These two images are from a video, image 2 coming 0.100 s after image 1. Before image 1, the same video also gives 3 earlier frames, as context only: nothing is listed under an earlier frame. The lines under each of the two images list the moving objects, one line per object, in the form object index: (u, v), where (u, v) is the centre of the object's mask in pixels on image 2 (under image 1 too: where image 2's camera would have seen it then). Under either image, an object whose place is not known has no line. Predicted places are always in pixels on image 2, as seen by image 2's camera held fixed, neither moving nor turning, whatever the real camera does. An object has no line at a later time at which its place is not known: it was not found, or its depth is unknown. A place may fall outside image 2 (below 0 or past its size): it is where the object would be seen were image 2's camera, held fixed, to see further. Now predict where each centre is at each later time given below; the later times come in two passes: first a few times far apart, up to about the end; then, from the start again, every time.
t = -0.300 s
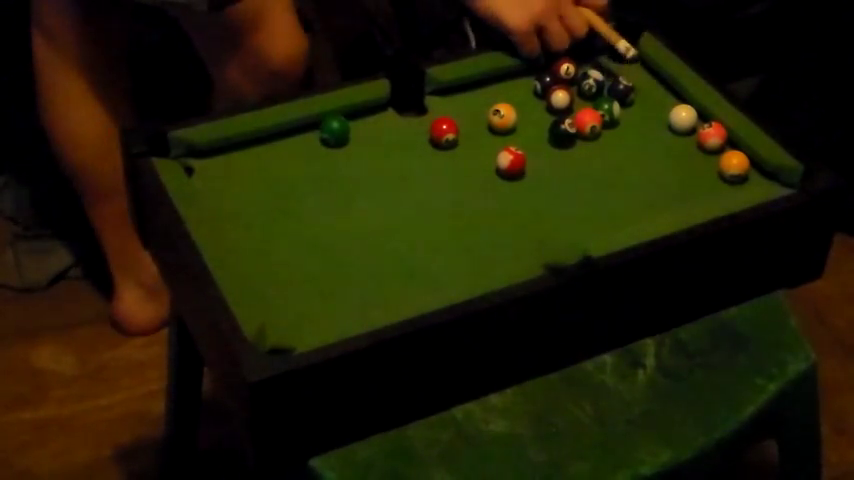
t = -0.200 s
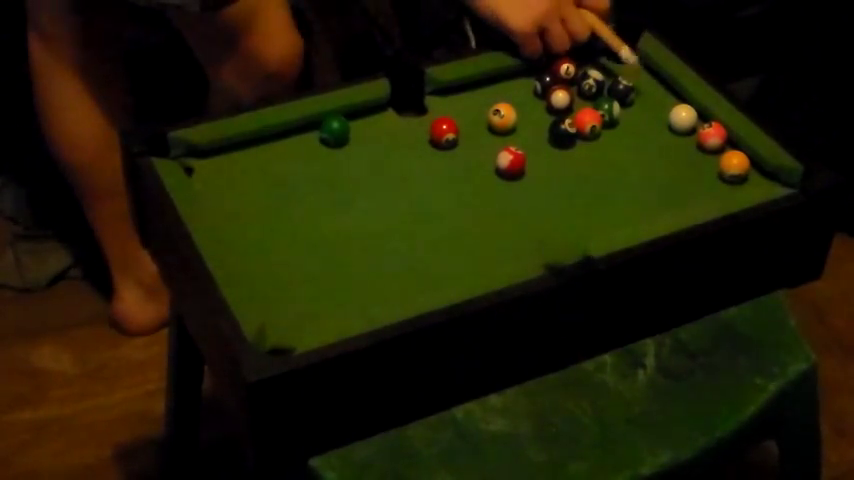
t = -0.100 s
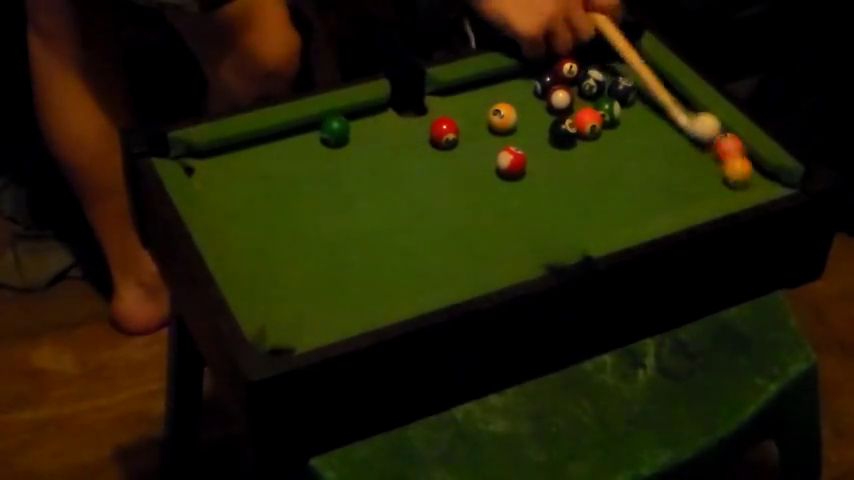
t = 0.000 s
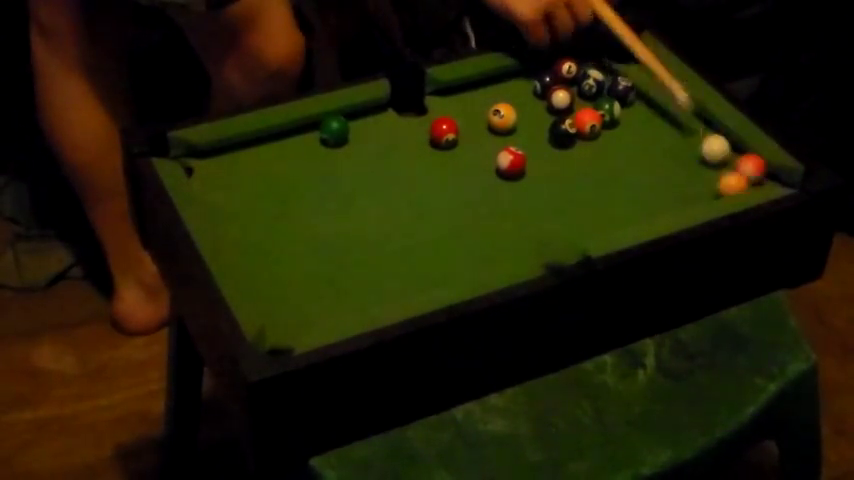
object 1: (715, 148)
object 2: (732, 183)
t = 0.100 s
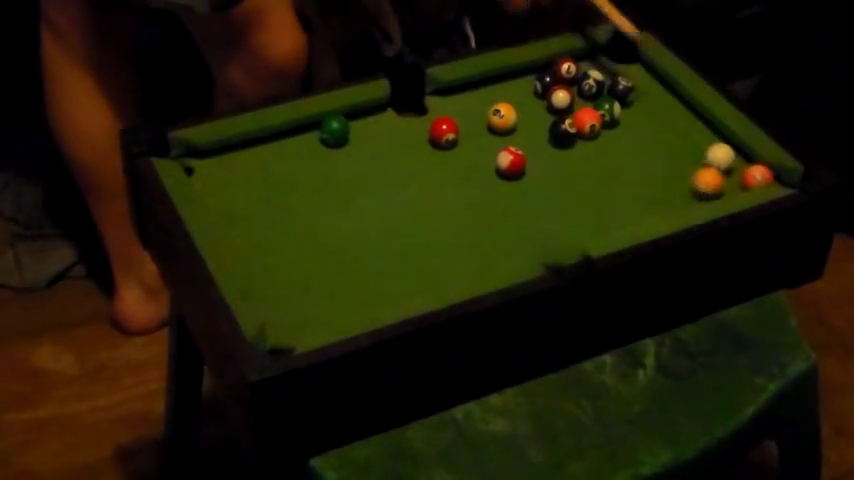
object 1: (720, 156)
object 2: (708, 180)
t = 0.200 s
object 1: (723, 162)
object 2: (688, 175)
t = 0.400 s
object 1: (723, 164)
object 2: (661, 165)
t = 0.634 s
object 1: (723, 164)
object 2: (644, 154)
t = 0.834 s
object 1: (723, 163)
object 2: (639, 150)
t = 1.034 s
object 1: (723, 163)
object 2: (638, 150)
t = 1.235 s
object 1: (723, 163)
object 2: (639, 150)
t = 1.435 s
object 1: (723, 163)
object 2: (638, 150)
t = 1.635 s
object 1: (723, 164)
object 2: (638, 151)
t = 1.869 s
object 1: (723, 164)
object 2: (638, 151)
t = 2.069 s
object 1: (723, 164)
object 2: (638, 150)
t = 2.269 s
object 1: (723, 164)
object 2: (638, 151)
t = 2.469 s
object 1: (722, 163)
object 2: (638, 150)
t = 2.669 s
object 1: (723, 164)
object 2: (638, 150)
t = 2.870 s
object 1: (723, 164)
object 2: (638, 150)
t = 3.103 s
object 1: (722, 163)
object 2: (638, 150)
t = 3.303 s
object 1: (722, 163)
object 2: (638, 150)
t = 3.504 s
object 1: (723, 164)
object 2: (638, 150)
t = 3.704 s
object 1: (723, 164)
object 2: (638, 150)
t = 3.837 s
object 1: (723, 164)
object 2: (638, 151)
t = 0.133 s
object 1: (722, 159)
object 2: (701, 179)
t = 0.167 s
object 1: (722, 161)
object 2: (694, 178)
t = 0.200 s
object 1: (723, 162)
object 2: (688, 175)
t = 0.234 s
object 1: (724, 162)
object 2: (682, 174)
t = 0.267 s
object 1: (724, 163)
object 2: (677, 172)
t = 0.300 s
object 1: (724, 164)
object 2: (672, 170)
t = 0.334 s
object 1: (723, 165)
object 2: (668, 168)
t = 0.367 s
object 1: (723, 164)
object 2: (664, 166)
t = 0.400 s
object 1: (723, 164)
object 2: (661, 165)
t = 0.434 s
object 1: (723, 163)
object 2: (657, 163)
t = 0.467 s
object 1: (723, 163)
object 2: (655, 161)
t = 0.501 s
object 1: (723, 163)
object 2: (652, 160)
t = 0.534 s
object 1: (723, 164)
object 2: (650, 159)
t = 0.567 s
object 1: (723, 163)
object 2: (648, 157)
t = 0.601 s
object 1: (723, 163)
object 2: (646, 156)
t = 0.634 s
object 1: (723, 164)
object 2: (644, 154)
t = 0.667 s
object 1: (723, 163)
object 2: (643, 153)
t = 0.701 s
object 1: (723, 164)
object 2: (642, 152)
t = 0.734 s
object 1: (723, 163)
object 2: (641, 151)
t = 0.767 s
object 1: (723, 163)
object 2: (640, 151)
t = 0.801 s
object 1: (723, 163)
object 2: (639, 150)
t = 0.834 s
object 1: (723, 163)
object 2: (639, 150)
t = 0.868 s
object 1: (723, 163)
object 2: (638, 149)
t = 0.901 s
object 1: (723, 163)
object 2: (638, 150)
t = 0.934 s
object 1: (723, 163)
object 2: (638, 150)
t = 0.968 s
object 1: (723, 163)
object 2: (638, 150)
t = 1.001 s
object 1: (723, 163)
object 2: (638, 150)
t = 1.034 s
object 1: (723, 163)
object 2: (638, 150)
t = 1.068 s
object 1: (723, 164)
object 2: (638, 150)
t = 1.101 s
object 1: (722, 164)
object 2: (638, 150)
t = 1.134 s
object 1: (723, 163)
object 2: (639, 150)
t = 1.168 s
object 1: (722, 163)
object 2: (638, 150)
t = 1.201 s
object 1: (723, 164)
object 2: (639, 150)
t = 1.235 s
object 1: (723, 163)
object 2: (639, 150)
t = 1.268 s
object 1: (723, 163)
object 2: (639, 150)
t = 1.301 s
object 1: (723, 163)
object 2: (639, 150)
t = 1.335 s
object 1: (723, 163)
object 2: (639, 150)
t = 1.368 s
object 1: (723, 163)
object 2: (638, 150)
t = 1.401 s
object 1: (723, 163)
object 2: (638, 150)
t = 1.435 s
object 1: (723, 163)
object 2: (638, 150)
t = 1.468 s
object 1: (723, 163)
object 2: (638, 150)
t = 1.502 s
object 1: (723, 164)
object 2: (638, 150)
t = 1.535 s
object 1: (723, 163)
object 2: (638, 150)
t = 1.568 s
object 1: (723, 164)
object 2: (638, 150)
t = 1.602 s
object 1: (723, 164)
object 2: (638, 150)
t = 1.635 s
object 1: (723, 164)
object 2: (638, 151)
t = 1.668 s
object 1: (723, 164)
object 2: (638, 150)
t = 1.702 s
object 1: (723, 163)
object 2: (638, 150)
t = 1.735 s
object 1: (723, 164)
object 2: (638, 151)
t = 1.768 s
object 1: (723, 164)
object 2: (638, 150)
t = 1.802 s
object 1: (723, 163)
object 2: (638, 150)
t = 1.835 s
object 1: (723, 163)
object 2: (638, 150)
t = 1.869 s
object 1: (723, 164)
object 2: (638, 151)
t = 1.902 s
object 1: (723, 164)
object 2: (638, 150)
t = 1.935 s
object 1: (723, 164)
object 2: (638, 150)
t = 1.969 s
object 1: (723, 164)
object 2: (638, 151)
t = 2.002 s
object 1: (723, 164)
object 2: (638, 150)
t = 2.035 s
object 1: (723, 164)
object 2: (638, 150)
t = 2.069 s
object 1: (723, 164)
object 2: (638, 150)
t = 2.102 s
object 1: (723, 164)
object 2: (638, 150)
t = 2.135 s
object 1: (723, 164)
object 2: (638, 151)
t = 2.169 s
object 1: (723, 164)
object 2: (638, 150)
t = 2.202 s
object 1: (723, 164)
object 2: (638, 151)
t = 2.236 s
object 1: (723, 164)
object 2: (638, 151)
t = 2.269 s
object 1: (723, 164)
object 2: (638, 151)
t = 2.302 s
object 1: (723, 164)
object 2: (638, 150)
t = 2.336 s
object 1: (723, 164)
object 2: (638, 151)
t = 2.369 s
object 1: (723, 164)
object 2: (638, 150)
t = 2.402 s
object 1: (723, 164)
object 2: (638, 150)
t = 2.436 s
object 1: (723, 164)
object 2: (638, 151)
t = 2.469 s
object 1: (722, 163)
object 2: (638, 150)
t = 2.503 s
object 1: (723, 164)
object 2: (638, 151)
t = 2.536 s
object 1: (723, 164)
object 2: (638, 150)
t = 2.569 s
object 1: (723, 164)
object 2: (638, 150)
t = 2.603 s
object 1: (723, 164)
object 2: (638, 150)
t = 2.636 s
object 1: (723, 164)
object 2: (638, 151)
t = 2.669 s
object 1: (723, 164)
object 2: (638, 150)
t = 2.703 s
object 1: (723, 164)
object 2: (638, 150)
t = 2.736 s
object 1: (723, 164)
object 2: (638, 151)
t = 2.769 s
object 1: (723, 164)
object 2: (638, 150)
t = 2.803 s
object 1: (723, 164)
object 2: (638, 151)
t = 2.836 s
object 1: (723, 164)
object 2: (638, 151)
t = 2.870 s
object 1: (723, 164)
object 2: (638, 150)
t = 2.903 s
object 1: (723, 164)
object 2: (638, 151)
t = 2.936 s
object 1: (723, 164)
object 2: (638, 151)
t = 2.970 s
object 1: (723, 164)
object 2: (638, 150)
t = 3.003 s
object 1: (723, 164)
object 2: (638, 150)
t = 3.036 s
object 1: (723, 164)
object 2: (638, 150)
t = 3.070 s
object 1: (722, 164)
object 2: (638, 150)
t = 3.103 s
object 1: (722, 163)
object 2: (638, 150)
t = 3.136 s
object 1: (722, 163)
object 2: (638, 150)
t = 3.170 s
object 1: (722, 163)
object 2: (638, 151)
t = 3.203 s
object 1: (722, 163)
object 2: (638, 151)
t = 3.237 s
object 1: (723, 163)
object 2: (638, 150)
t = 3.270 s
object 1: (723, 163)
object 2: (638, 150)
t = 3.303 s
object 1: (722, 163)
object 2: (638, 150)
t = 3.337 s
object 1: (723, 164)
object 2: (638, 151)
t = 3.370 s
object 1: (723, 164)
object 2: (638, 151)
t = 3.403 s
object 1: (723, 164)
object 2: (638, 151)
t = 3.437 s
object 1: (723, 164)
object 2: (638, 151)
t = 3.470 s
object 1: (723, 164)
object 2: (638, 150)
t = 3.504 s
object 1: (723, 164)
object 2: (638, 150)
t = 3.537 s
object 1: (723, 164)
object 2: (638, 150)
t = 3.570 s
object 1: (723, 164)
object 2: (638, 151)
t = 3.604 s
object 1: (723, 164)
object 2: (638, 151)
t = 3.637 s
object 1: (723, 164)
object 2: (638, 151)
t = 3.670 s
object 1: (723, 164)
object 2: (638, 150)
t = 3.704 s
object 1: (723, 164)
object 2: (638, 150)
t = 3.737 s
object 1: (723, 164)
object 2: (638, 150)
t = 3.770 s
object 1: (723, 164)
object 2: (638, 150)
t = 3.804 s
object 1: (723, 164)
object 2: (638, 151)
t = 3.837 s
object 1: (723, 164)
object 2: (638, 151)
